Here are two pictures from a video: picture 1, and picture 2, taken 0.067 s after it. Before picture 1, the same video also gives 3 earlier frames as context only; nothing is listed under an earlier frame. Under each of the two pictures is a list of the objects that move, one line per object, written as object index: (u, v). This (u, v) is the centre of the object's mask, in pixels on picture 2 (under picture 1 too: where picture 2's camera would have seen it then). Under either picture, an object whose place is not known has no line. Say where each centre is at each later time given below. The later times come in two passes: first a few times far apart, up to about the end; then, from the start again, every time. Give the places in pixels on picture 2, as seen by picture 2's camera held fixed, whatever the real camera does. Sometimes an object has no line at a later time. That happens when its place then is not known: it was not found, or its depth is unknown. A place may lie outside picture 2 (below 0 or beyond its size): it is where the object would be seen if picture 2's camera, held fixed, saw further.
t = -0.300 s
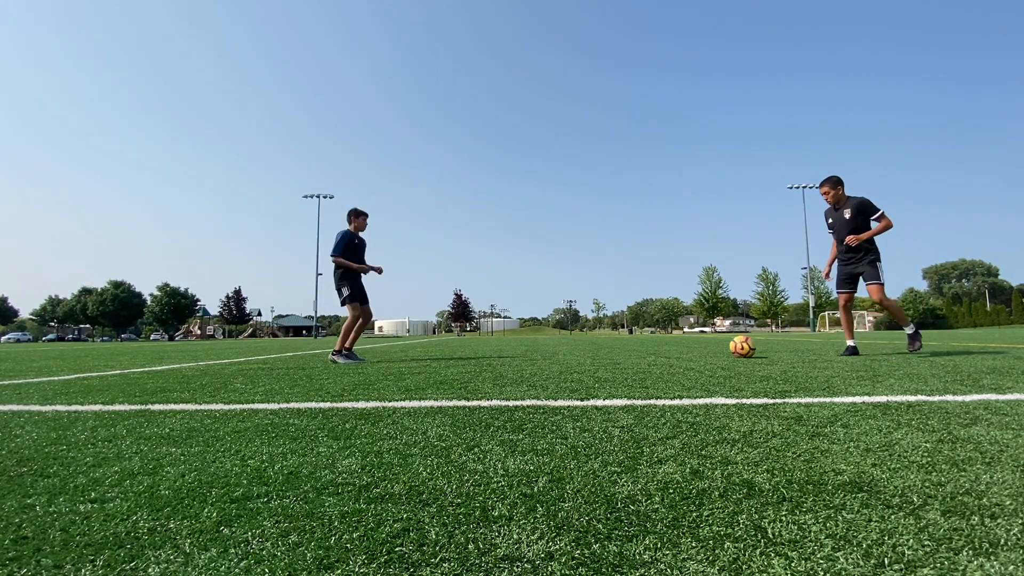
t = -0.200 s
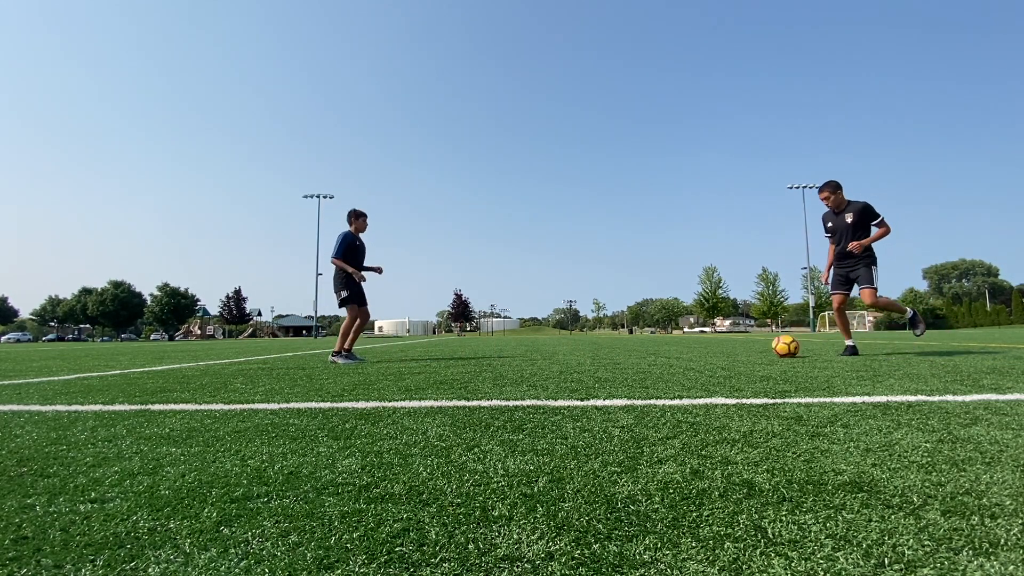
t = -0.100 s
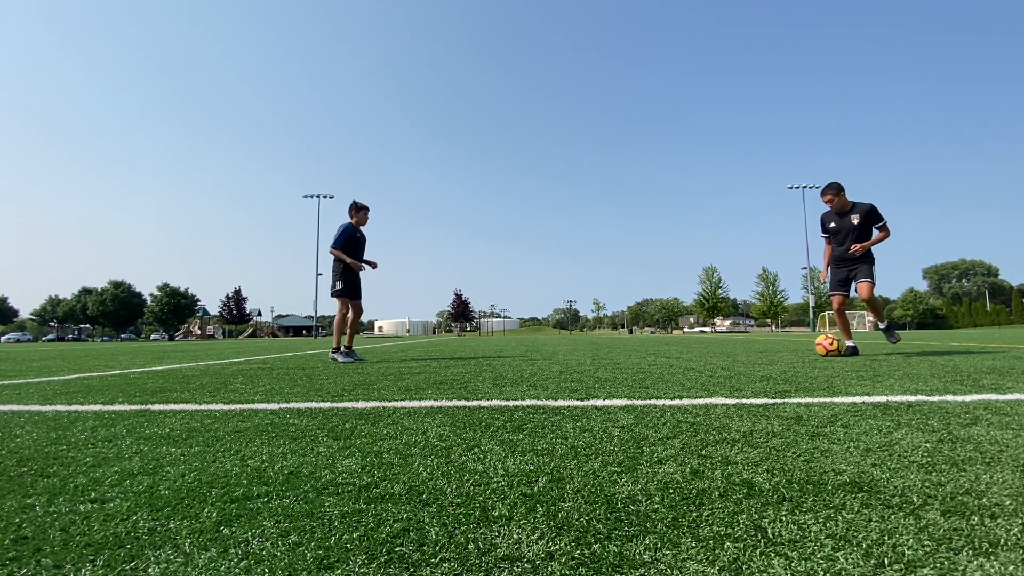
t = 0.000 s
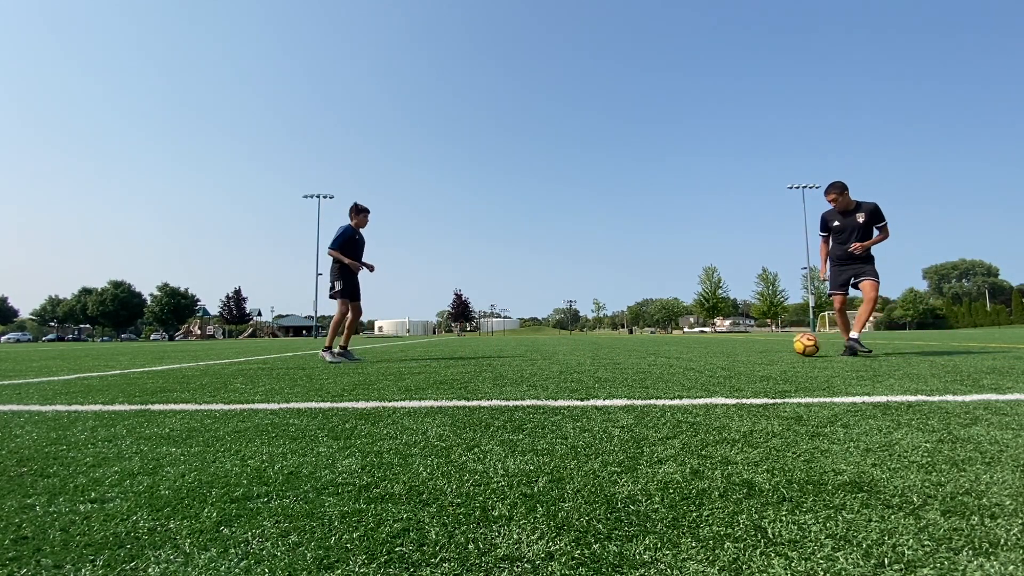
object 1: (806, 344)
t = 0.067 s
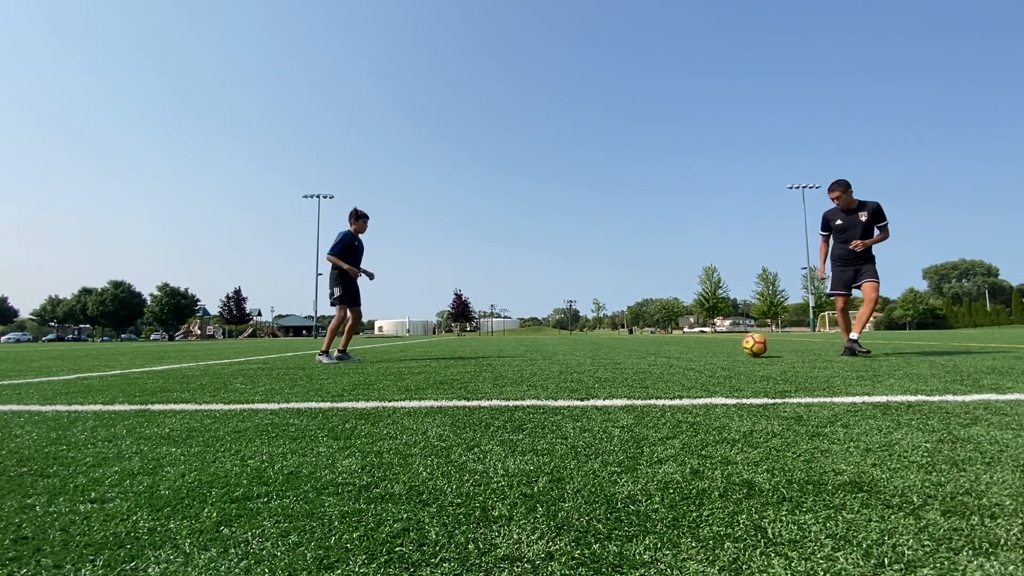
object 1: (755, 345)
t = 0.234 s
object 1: (646, 345)
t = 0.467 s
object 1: (538, 347)
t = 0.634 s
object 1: (472, 348)
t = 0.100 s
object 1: (729, 346)
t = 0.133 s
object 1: (707, 346)
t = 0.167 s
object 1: (686, 345)
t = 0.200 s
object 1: (665, 344)
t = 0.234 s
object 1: (646, 345)
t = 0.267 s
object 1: (626, 347)
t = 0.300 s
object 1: (610, 346)
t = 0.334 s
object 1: (595, 343)
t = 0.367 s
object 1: (581, 342)
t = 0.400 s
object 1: (566, 343)
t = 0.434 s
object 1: (552, 345)
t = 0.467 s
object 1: (538, 347)
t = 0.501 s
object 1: (525, 347)
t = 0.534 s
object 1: (511, 346)
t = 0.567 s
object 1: (497, 347)
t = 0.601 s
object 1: (485, 348)
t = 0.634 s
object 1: (472, 348)
